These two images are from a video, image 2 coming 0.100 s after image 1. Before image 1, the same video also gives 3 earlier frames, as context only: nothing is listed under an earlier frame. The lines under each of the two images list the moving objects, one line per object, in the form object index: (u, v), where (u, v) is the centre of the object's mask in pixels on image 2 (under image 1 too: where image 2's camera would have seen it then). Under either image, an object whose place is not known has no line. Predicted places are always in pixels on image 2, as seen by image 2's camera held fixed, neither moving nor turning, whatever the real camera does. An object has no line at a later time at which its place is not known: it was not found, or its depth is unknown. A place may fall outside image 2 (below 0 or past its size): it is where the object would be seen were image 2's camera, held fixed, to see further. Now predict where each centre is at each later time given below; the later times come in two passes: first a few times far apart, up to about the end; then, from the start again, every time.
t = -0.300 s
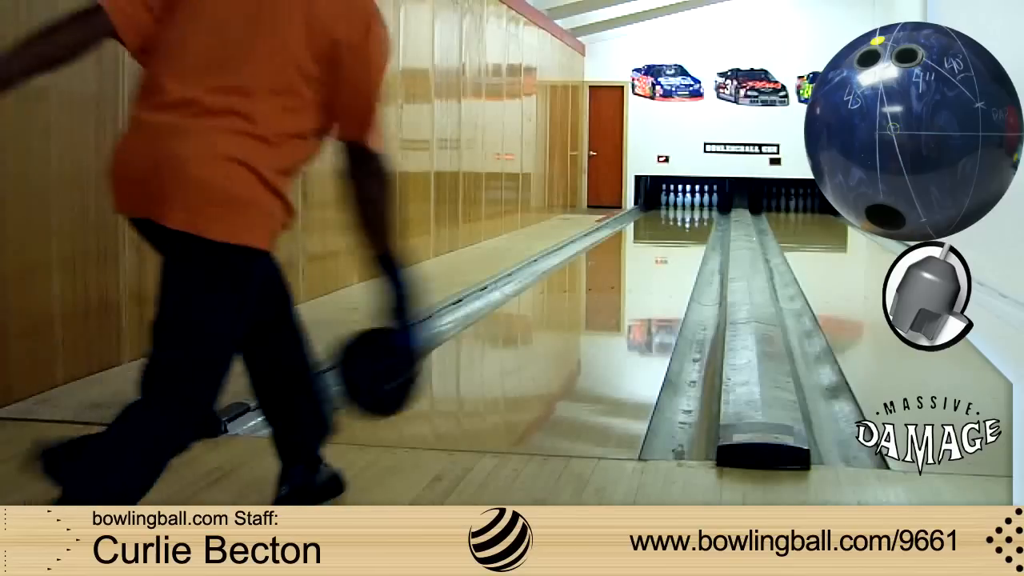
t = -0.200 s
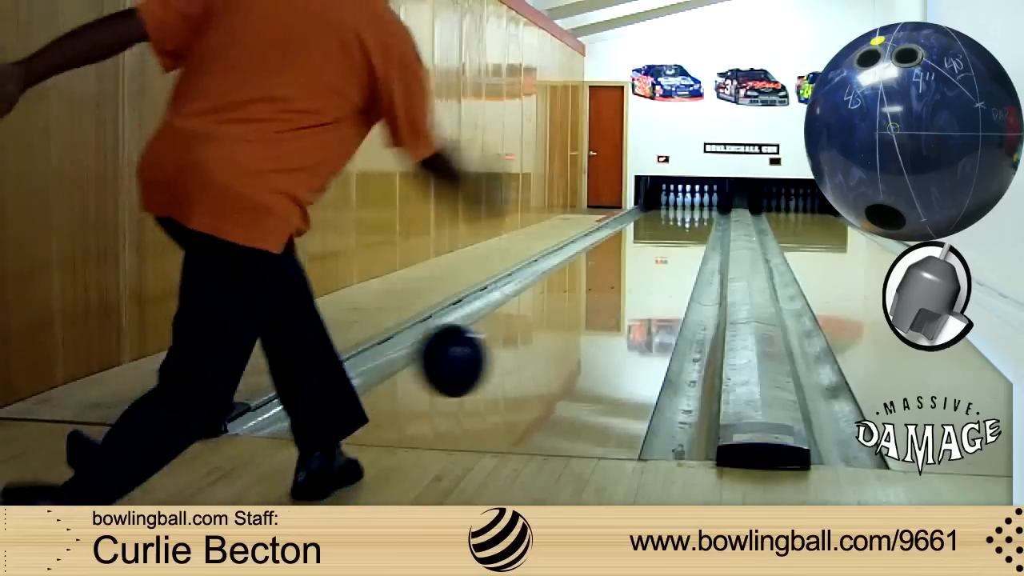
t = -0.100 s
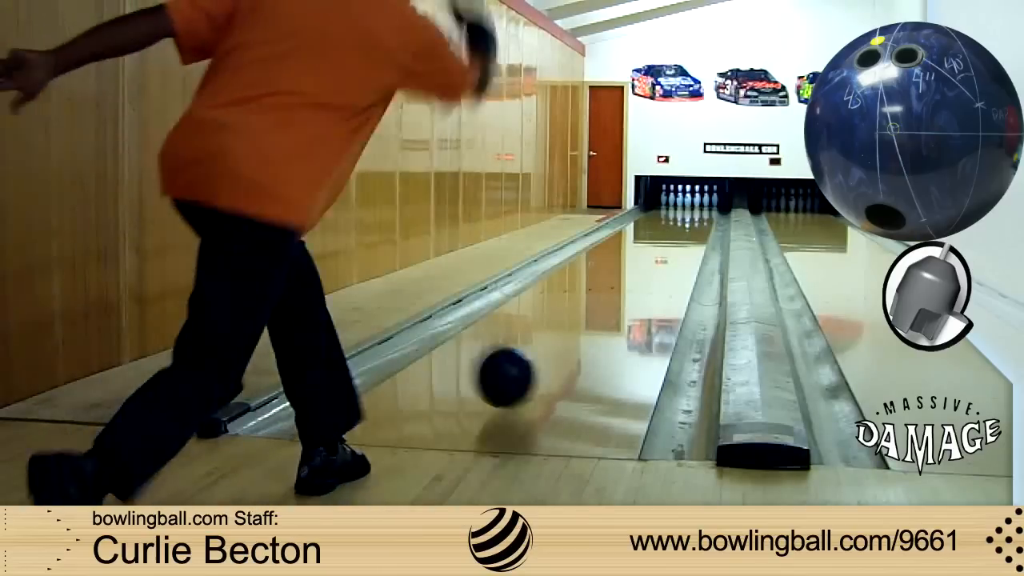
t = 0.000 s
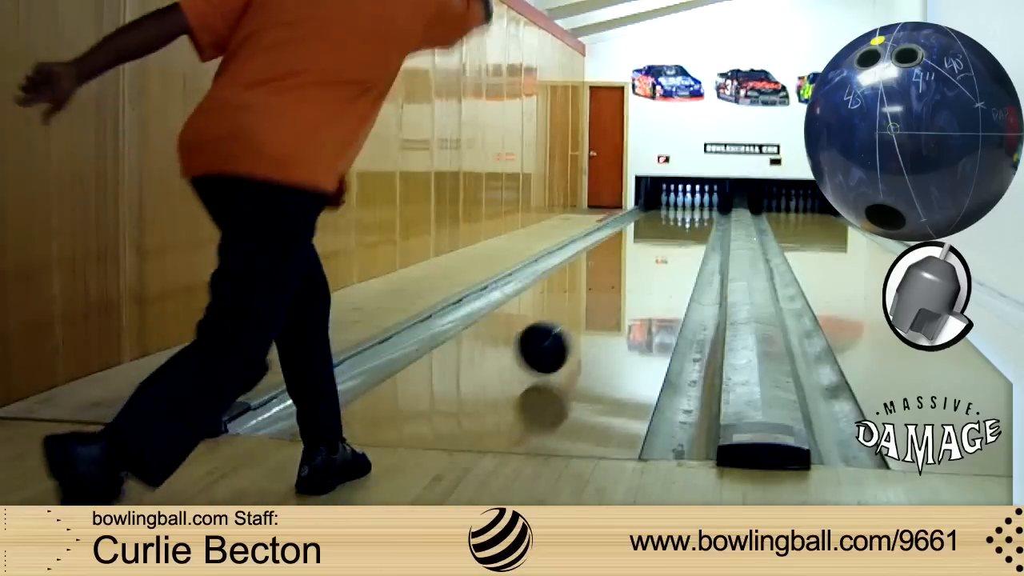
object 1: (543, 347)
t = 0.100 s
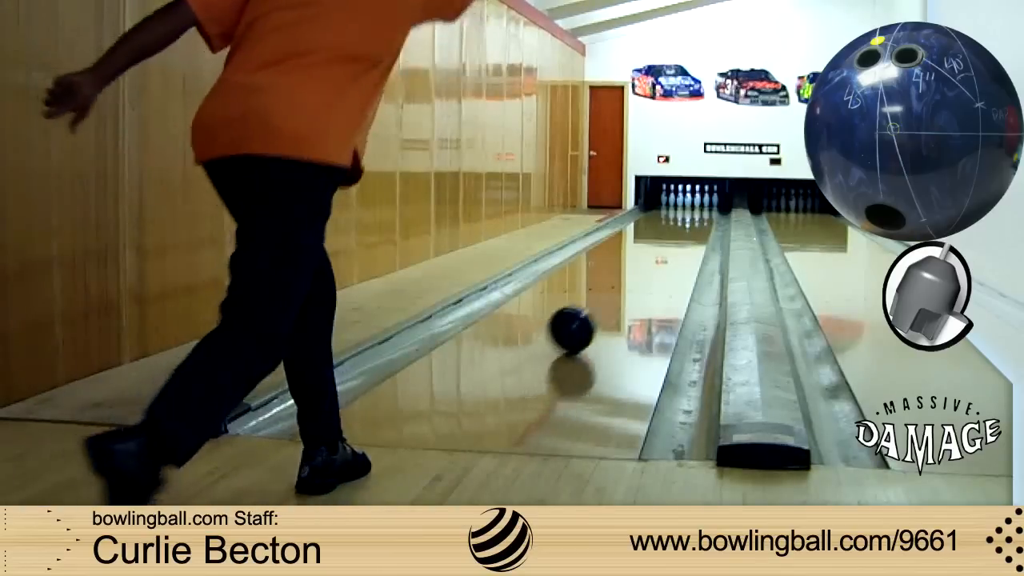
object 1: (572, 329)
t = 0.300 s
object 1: (612, 297)
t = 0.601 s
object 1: (648, 265)
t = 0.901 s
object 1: (670, 245)
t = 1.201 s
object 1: (682, 233)
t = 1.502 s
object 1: (691, 223)
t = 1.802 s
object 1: (697, 215)
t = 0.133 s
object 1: (580, 322)
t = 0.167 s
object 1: (587, 316)
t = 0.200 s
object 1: (594, 311)
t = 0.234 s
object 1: (600, 306)
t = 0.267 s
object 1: (606, 301)
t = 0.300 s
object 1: (612, 297)
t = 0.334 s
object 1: (617, 292)
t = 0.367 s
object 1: (621, 288)
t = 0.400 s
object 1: (626, 284)
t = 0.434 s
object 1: (630, 280)
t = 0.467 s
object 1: (634, 277)
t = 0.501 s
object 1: (638, 274)
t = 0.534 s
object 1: (641, 271)
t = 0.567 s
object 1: (645, 268)
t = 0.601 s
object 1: (648, 265)
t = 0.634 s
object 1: (651, 262)
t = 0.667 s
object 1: (654, 260)
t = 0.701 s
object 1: (656, 257)
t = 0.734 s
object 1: (659, 255)
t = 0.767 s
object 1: (661, 253)
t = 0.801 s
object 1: (663, 251)
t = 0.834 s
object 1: (666, 249)
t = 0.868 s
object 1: (667, 247)
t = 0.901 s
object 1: (670, 245)
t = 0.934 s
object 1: (671, 244)
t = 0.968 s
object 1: (673, 242)
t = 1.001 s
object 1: (674, 241)
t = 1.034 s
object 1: (676, 239)
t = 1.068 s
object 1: (677, 238)
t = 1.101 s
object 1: (679, 237)
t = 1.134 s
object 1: (680, 235)
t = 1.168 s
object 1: (681, 234)
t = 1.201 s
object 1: (682, 233)
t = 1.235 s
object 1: (683, 231)
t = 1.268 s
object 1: (685, 230)
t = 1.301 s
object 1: (686, 229)
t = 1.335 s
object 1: (687, 228)
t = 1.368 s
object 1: (688, 227)
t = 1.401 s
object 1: (688, 225)
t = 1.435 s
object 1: (689, 225)
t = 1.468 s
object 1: (691, 224)
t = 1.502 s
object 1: (691, 223)
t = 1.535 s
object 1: (692, 222)
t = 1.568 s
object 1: (693, 221)
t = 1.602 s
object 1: (693, 221)
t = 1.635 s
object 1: (694, 220)
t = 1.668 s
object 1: (694, 219)
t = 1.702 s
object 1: (695, 218)
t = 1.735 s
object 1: (696, 217)
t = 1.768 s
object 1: (696, 216)
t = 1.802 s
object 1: (697, 215)
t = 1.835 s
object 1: (697, 214)
